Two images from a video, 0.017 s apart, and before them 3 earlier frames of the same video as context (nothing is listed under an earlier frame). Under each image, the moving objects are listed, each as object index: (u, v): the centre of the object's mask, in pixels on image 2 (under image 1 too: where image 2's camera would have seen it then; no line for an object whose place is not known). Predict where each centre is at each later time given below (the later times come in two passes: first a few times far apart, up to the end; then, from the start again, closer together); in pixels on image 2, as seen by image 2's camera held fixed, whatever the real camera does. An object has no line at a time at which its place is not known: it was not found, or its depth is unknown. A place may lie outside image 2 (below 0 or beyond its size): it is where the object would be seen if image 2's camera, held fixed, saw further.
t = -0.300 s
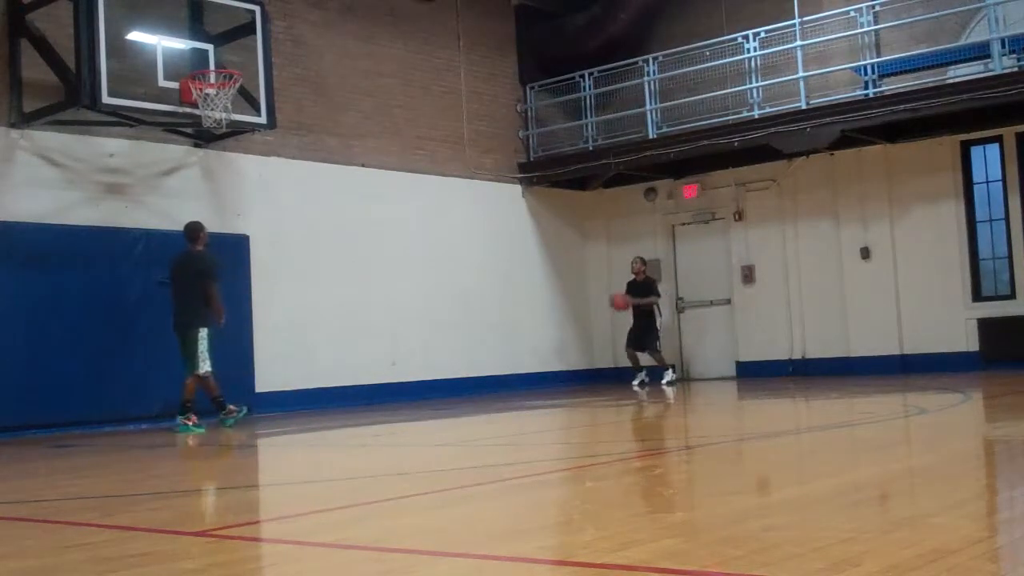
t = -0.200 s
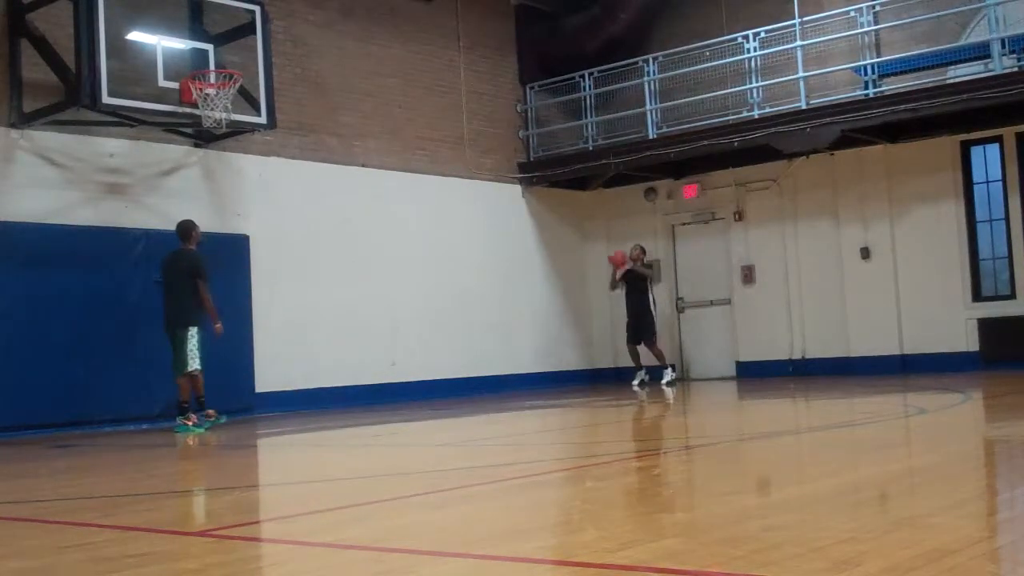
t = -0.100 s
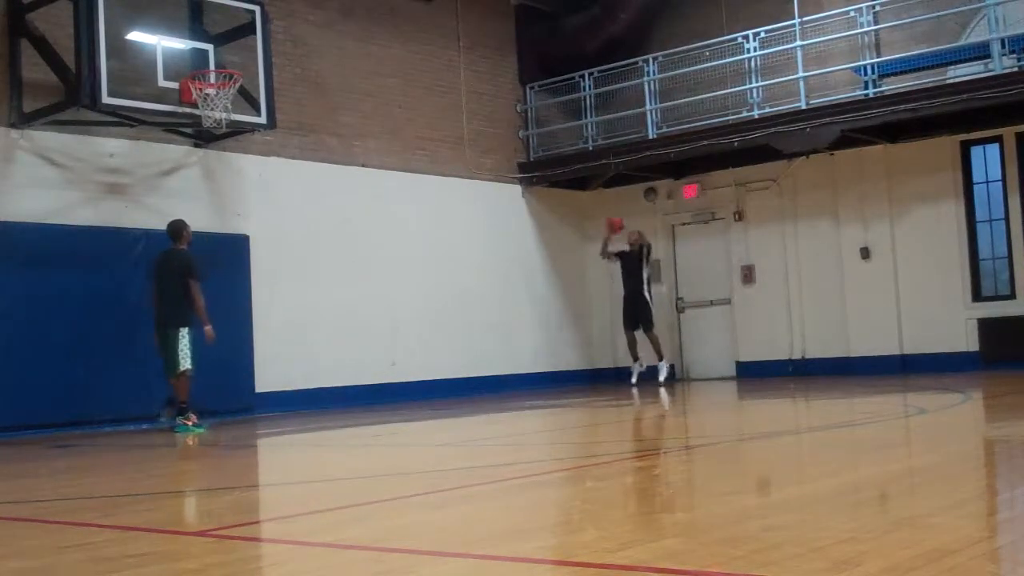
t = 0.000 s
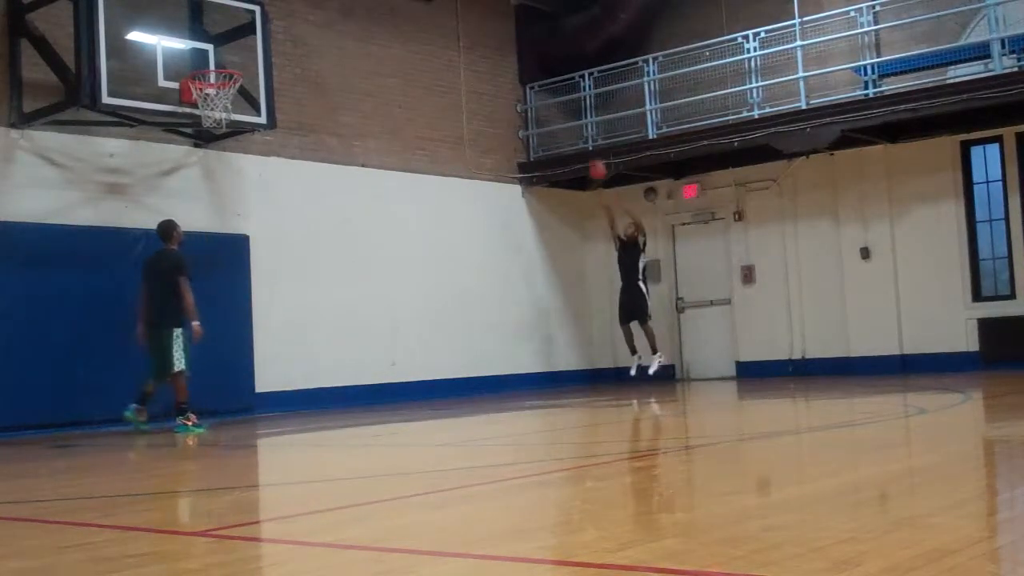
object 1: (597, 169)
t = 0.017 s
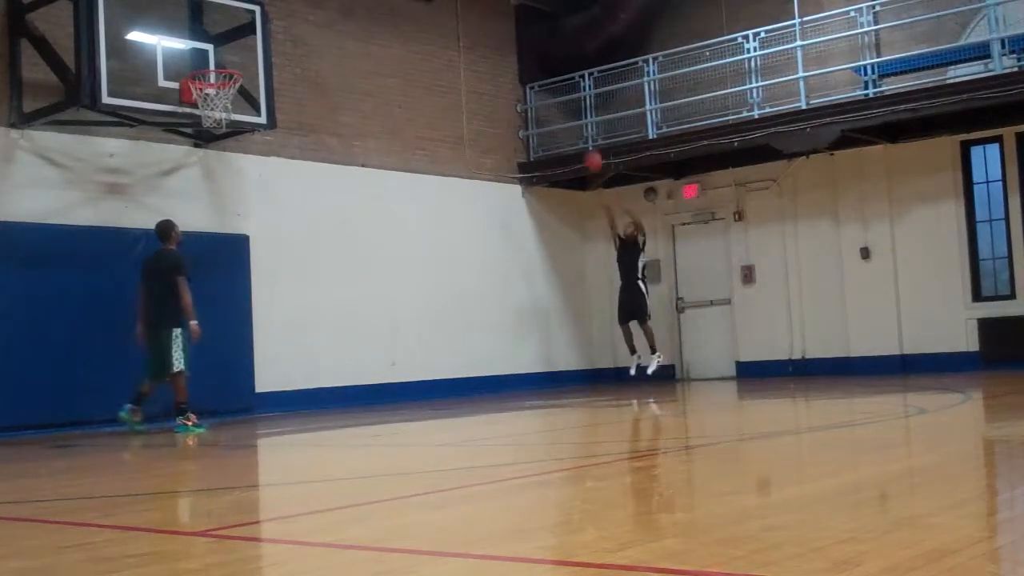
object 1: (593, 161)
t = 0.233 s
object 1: (537, 59)
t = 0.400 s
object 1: (496, 5)
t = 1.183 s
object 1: (255, 36)
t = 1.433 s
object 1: (191, 101)
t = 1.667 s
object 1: (186, 132)
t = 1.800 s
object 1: (184, 179)
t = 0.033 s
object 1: (589, 153)
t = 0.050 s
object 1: (583, 144)
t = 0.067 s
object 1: (580, 135)
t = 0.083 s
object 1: (575, 125)
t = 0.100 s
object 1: (572, 119)
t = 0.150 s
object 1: (560, 93)
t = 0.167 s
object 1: (555, 86)
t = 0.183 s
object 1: (551, 79)
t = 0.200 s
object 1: (546, 71)
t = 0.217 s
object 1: (541, 65)
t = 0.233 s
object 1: (537, 59)
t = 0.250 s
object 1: (534, 52)
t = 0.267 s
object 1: (529, 45)
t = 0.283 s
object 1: (525, 38)
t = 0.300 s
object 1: (521, 32)
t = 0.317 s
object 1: (518, 27)
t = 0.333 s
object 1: (512, 20)
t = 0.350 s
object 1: (509, 14)
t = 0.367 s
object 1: (505, 10)
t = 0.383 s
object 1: (501, 6)
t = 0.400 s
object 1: (496, 5)
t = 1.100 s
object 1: (283, 6)
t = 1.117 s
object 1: (279, 9)
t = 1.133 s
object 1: (273, 13)
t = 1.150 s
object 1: (268, 19)
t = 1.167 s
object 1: (261, 27)
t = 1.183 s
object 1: (255, 36)
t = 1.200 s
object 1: (248, 41)
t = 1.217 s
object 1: (244, 50)
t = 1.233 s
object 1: (238, 60)
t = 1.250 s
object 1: (231, 63)
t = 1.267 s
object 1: (225, 64)
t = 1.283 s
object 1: (220, 77)
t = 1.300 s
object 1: (207, 88)
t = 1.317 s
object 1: (199, 90)
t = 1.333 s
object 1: (194, 98)
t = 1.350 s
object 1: (192, 100)
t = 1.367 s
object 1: (190, 100)
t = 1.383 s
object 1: (191, 98)
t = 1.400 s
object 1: (189, 100)
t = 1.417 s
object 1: (192, 101)
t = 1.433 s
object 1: (191, 101)
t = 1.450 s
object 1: (190, 100)
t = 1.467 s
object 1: (188, 101)
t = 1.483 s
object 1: (188, 101)
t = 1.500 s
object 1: (188, 103)
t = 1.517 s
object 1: (188, 105)
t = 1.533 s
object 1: (188, 105)
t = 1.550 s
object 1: (188, 106)
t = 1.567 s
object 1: (188, 107)
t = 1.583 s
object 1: (186, 114)
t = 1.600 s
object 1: (185, 117)
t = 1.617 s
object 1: (185, 119)
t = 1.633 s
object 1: (185, 124)
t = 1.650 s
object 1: (185, 126)
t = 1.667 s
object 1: (186, 132)
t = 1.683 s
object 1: (185, 137)
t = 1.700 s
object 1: (185, 141)
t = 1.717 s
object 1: (184, 147)
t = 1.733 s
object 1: (184, 153)
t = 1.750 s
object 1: (184, 159)
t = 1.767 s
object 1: (184, 165)
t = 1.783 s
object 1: (184, 172)
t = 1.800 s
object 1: (184, 179)
